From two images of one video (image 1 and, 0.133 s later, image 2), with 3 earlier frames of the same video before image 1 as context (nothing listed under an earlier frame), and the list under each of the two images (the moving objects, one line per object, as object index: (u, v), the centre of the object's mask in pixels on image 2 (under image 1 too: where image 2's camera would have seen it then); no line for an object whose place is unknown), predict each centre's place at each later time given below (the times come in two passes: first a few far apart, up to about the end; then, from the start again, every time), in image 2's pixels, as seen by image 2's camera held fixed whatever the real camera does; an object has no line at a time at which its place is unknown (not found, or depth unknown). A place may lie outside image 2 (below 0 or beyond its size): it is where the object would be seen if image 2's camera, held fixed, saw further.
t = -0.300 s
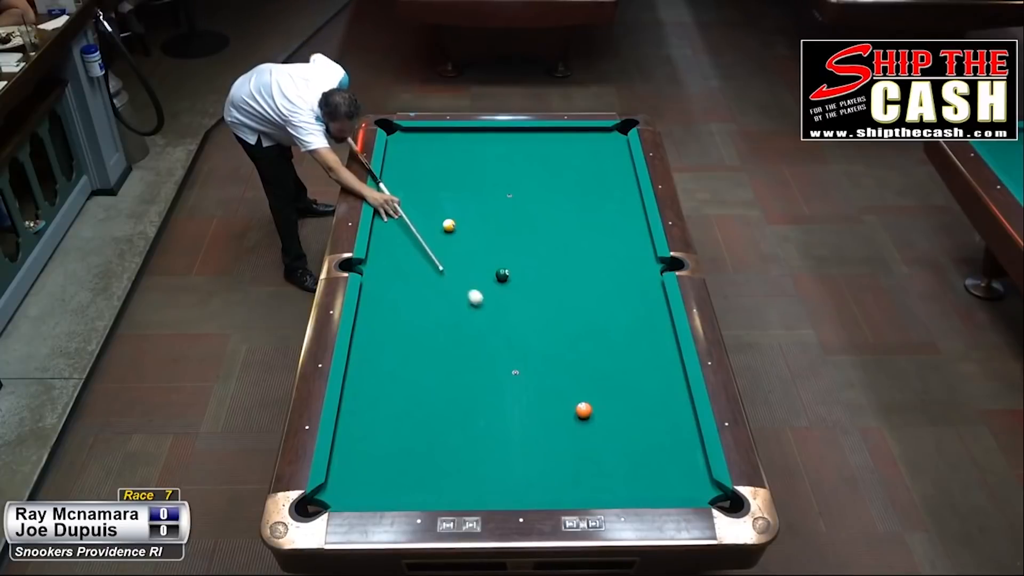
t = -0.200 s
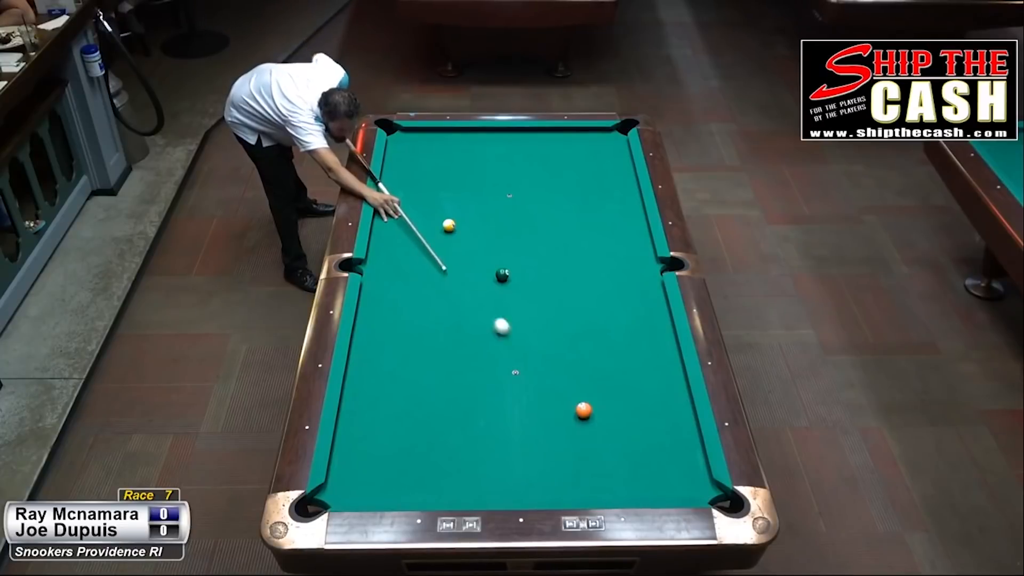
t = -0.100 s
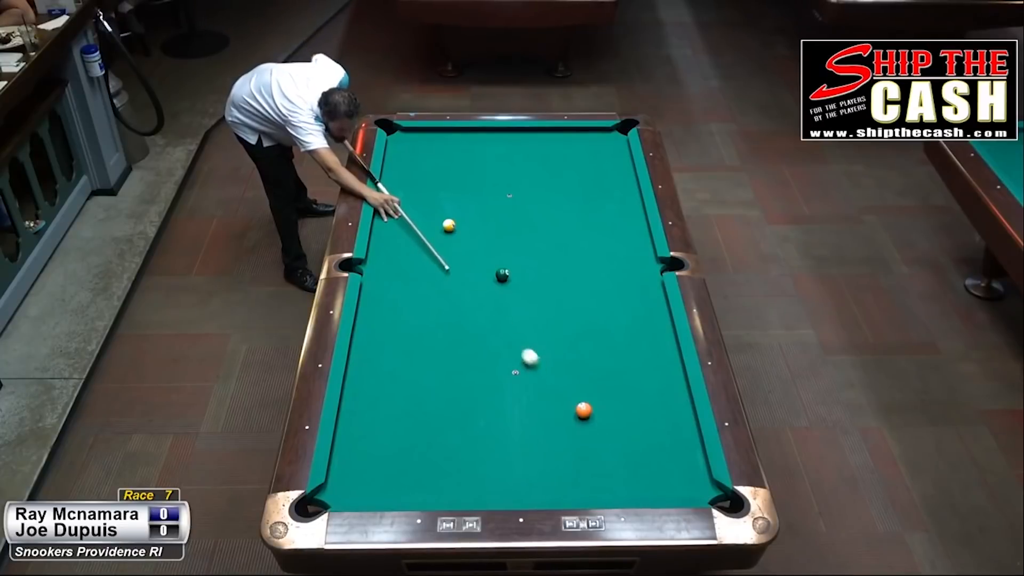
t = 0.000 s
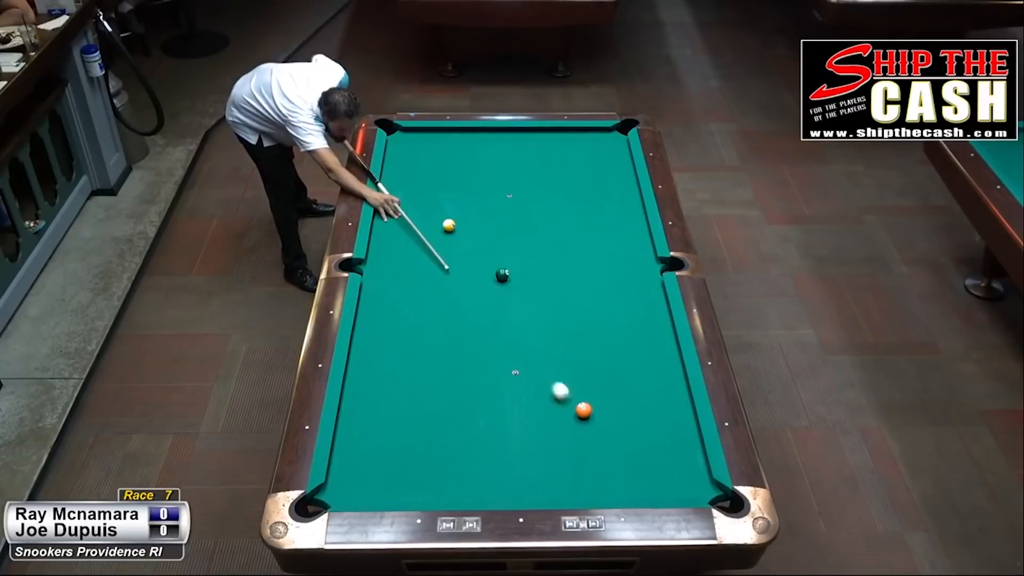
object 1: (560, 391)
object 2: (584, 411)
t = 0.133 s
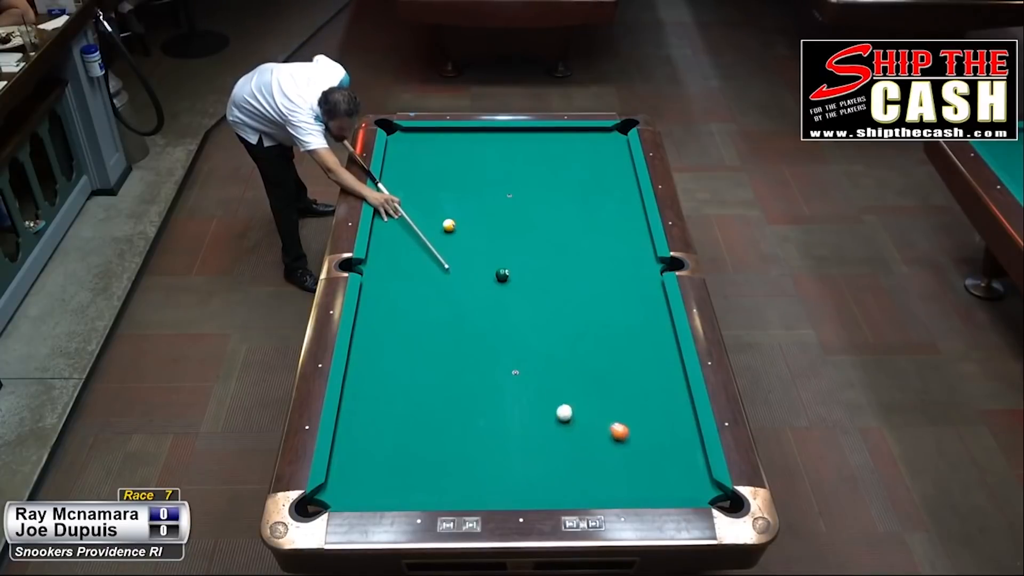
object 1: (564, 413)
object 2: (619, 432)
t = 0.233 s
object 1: (563, 429)
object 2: (656, 454)
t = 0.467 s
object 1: (564, 475)
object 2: (733, 508)
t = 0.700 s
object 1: (563, 477)
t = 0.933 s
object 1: (562, 453)
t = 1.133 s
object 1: (561, 433)
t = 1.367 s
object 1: (560, 409)
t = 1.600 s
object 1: (559, 389)
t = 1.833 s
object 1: (558, 373)
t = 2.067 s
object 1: (558, 355)
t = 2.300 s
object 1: (557, 341)
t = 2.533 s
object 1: (556, 328)
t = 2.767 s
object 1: (555, 315)
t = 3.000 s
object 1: (554, 303)
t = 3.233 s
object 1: (554, 294)
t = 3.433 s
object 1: (553, 286)
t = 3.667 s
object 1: (552, 277)
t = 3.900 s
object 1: (551, 269)
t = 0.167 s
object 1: (563, 420)
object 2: (638, 444)
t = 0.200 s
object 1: (563, 426)
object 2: (650, 451)
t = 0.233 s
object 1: (563, 429)
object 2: (656, 454)
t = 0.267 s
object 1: (563, 438)
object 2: (674, 465)
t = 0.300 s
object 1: (563, 444)
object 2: (684, 471)
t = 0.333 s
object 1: (563, 447)
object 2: (690, 475)
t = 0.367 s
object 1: (563, 456)
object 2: (706, 484)
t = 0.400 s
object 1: (564, 462)
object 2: (718, 491)
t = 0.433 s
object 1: (564, 465)
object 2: (723, 495)
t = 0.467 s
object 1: (564, 475)
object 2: (733, 508)
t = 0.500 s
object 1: (564, 481)
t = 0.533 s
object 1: (564, 484)
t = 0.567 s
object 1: (564, 492)
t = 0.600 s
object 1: (564, 488)
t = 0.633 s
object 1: (564, 487)
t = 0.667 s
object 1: (564, 481)
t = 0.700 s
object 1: (563, 477)
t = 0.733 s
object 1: (563, 475)
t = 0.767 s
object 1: (563, 469)
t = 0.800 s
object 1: (563, 466)
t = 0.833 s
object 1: (563, 464)
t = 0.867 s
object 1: (563, 458)
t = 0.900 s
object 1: (562, 455)
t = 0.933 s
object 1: (562, 453)
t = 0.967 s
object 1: (562, 448)
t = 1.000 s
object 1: (562, 444)
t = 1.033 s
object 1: (562, 442)
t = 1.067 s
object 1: (562, 438)
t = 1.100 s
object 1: (561, 434)
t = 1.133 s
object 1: (561, 433)
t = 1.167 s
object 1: (561, 428)
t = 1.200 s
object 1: (561, 425)
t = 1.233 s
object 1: (561, 423)
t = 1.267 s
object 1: (561, 418)
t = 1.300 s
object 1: (561, 415)
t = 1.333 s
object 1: (561, 414)
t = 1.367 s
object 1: (560, 409)
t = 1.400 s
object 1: (560, 406)
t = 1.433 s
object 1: (560, 405)
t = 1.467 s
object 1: (560, 400)
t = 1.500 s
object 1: (560, 398)
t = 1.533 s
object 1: (560, 396)
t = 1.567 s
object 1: (560, 392)
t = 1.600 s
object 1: (559, 389)
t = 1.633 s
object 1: (559, 388)
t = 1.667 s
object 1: (559, 384)
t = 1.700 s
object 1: (559, 382)
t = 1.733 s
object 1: (559, 380)
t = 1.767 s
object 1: (559, 377)
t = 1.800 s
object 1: (558, 374)
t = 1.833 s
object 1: (558, 373)
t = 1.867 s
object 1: (558, 369)
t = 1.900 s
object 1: (558, 367)
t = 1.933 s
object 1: (558, 366)
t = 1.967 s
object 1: (558, 362)
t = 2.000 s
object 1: (558, 360)
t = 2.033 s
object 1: (558, 359)
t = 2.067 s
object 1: (558, 355)
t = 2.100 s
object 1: (558, 353)
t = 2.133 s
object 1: (557, 352)
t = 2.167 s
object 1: (557, 349)
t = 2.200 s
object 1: (557, 347)
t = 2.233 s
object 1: (557, 346)
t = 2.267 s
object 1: (557, 343)
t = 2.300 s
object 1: (557, 341)
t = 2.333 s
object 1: (557, 340)
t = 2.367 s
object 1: (556, 337)
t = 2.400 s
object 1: (556, 335)
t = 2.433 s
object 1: (556, 334)
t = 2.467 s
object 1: (556, 331)
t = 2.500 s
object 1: (556, 329)
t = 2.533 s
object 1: (556, 328)
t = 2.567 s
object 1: (556, 325)
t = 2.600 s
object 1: (556, 324)
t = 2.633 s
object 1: (556, 323)
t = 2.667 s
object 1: (555, 320)
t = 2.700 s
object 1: (555, 318)
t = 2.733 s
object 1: (555, 317)
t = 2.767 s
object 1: (555, 315)
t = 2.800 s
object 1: (555, 313)
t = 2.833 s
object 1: (555, 312)
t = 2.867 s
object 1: (555, 310)
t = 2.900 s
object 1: (554, 308)
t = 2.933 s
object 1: (554, 307)
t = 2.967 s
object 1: (554, 305)
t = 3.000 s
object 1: (554, 303)
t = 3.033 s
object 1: (554, 303)
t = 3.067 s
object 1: (554, 300)
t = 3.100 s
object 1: (554, 299)
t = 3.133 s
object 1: (554, 298)
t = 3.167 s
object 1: (554, 296)
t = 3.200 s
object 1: (554, 295)
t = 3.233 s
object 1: (554, 294)
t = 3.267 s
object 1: (553, 292)
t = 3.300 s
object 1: (553, 290)
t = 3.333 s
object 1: (553, 290)
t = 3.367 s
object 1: (553, 288)
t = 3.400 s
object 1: (553, 286)
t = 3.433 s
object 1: (553, 286)
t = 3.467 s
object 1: (553, 284)
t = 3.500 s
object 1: (552, 283)
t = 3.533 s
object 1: (552, 282)
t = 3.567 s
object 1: (552, 280)
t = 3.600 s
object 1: (552, 279)
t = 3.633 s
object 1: (552, 278)
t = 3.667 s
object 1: (552, 277)
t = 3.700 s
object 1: (552, 275)
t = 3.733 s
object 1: (552, 275)
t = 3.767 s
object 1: (551, 273)
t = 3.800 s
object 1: (551, 272)
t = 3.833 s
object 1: (551, 271)
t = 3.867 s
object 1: (551, 270)
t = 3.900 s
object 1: (551, 269)
